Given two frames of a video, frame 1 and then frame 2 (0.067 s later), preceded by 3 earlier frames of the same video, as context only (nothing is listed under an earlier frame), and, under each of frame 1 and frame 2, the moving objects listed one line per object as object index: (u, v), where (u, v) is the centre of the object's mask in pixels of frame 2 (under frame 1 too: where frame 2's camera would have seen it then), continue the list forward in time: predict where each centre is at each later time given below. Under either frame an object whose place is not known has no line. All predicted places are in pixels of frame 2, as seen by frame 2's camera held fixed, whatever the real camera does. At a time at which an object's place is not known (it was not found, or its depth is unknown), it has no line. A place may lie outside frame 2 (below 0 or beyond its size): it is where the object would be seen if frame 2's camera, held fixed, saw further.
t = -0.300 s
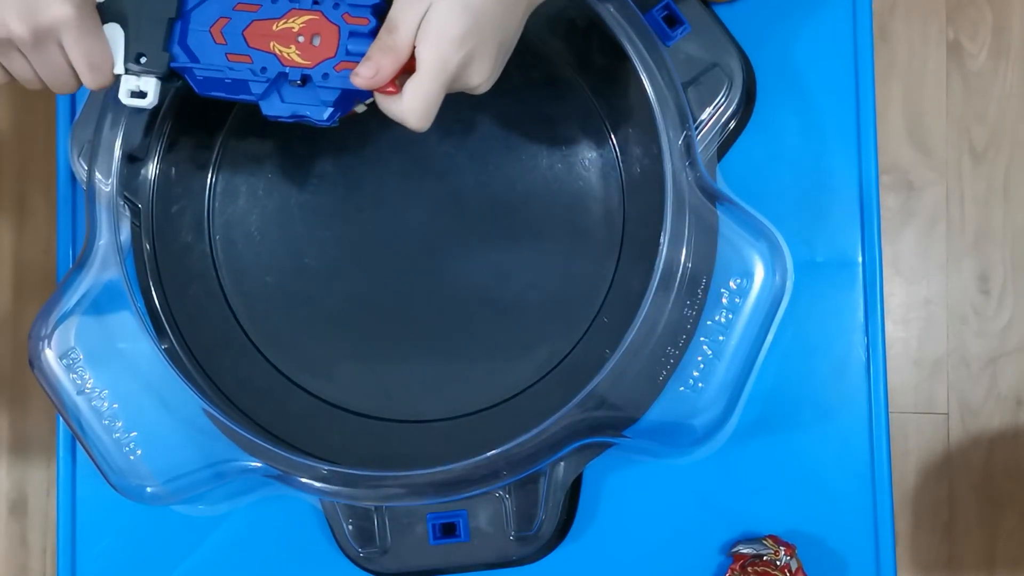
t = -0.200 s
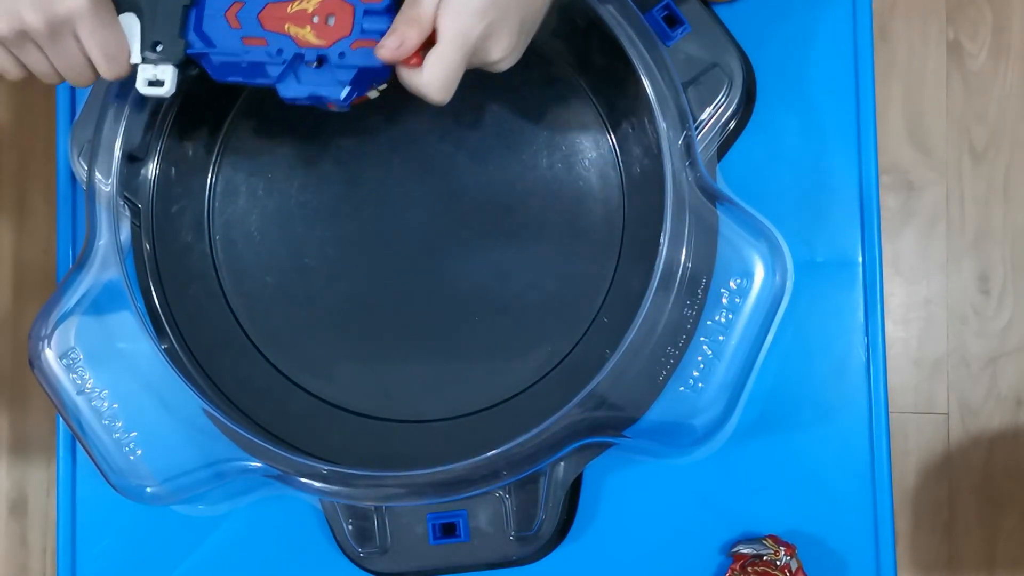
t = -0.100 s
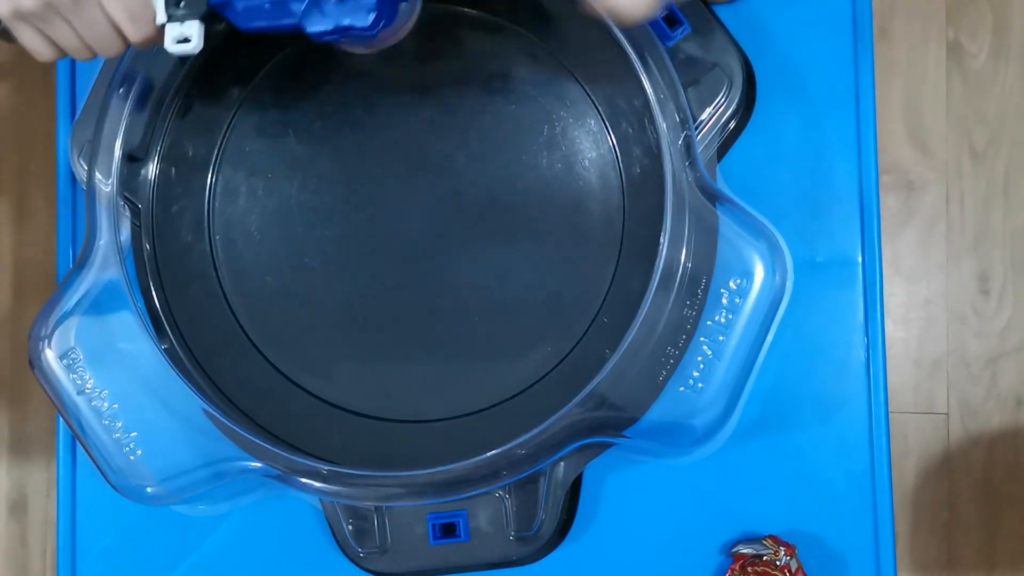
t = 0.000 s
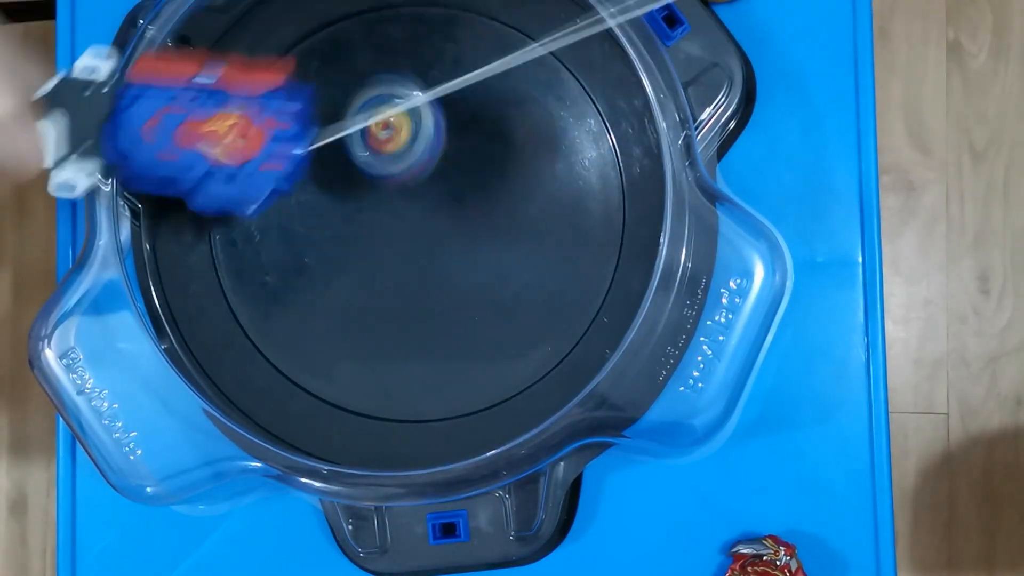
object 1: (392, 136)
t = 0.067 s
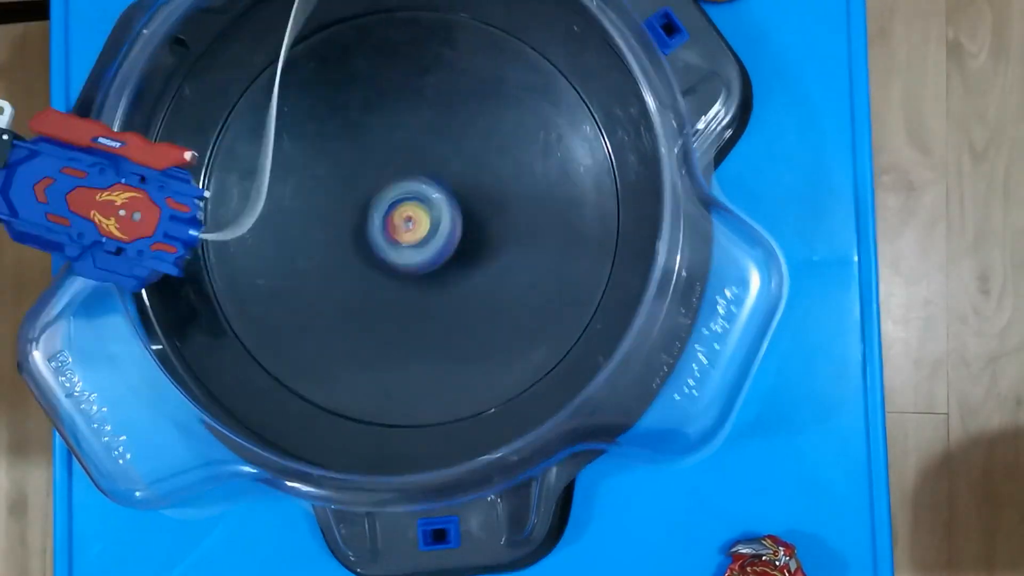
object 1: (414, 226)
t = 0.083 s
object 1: (411, 242)
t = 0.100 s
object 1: (407, 258)
